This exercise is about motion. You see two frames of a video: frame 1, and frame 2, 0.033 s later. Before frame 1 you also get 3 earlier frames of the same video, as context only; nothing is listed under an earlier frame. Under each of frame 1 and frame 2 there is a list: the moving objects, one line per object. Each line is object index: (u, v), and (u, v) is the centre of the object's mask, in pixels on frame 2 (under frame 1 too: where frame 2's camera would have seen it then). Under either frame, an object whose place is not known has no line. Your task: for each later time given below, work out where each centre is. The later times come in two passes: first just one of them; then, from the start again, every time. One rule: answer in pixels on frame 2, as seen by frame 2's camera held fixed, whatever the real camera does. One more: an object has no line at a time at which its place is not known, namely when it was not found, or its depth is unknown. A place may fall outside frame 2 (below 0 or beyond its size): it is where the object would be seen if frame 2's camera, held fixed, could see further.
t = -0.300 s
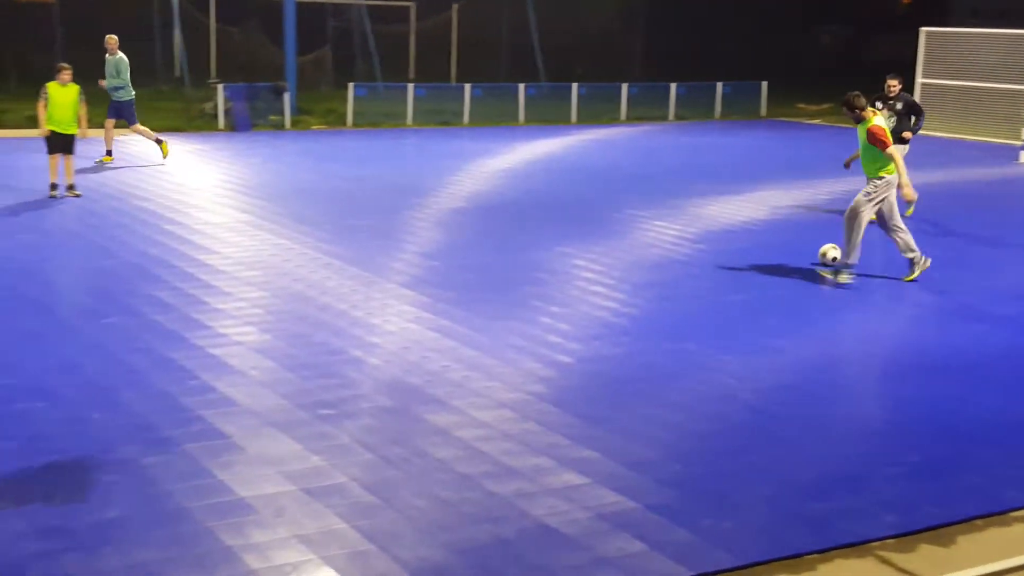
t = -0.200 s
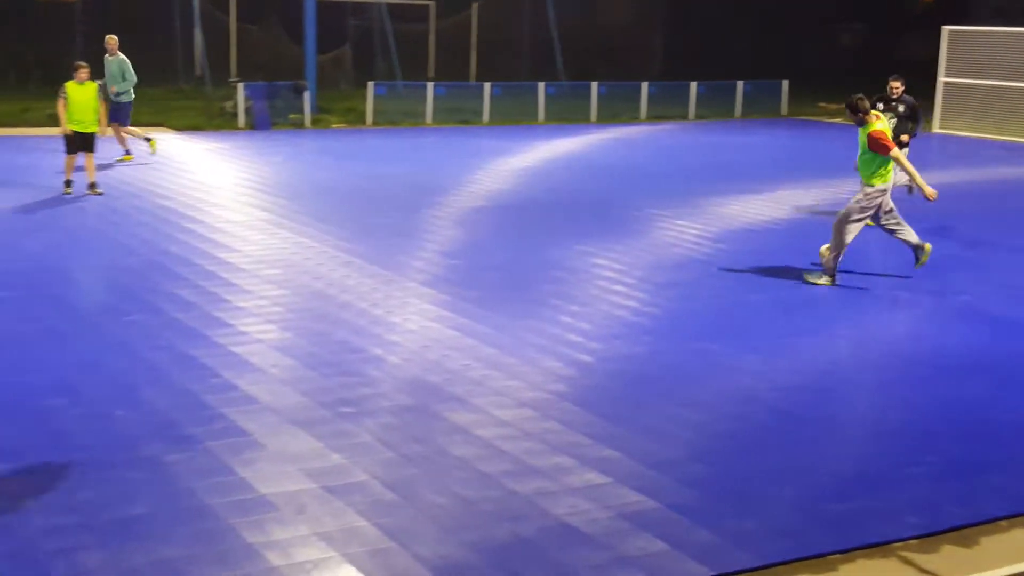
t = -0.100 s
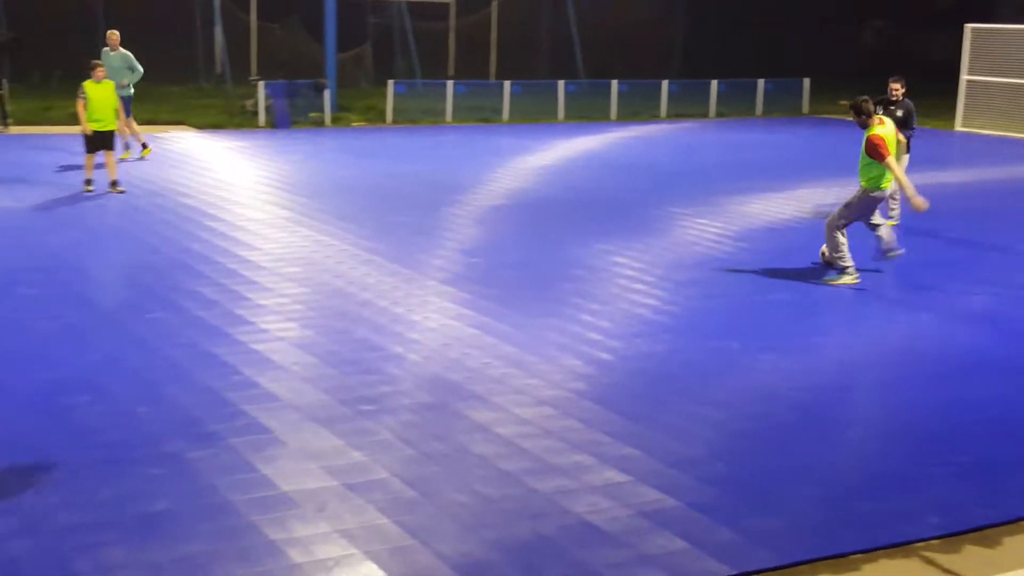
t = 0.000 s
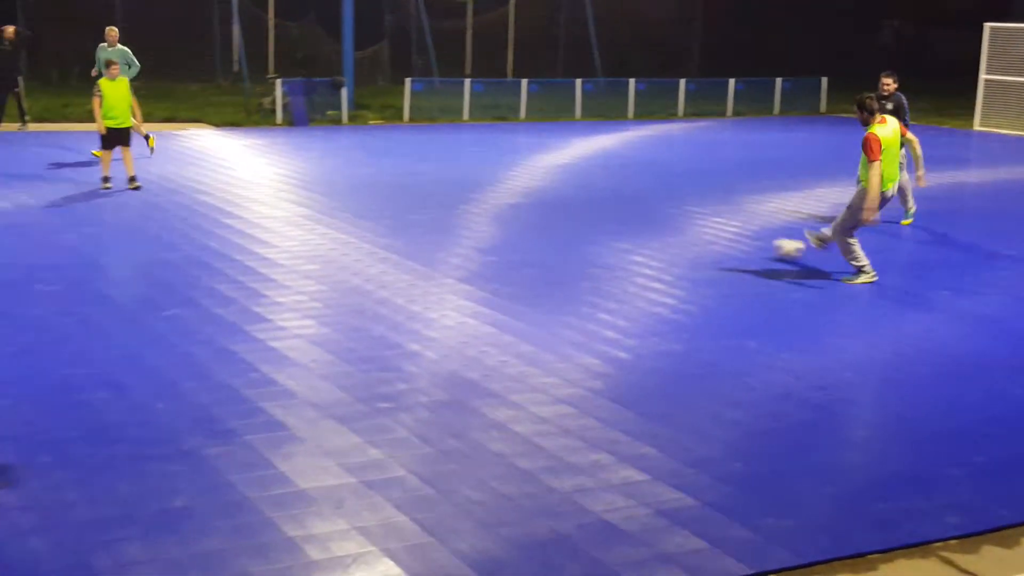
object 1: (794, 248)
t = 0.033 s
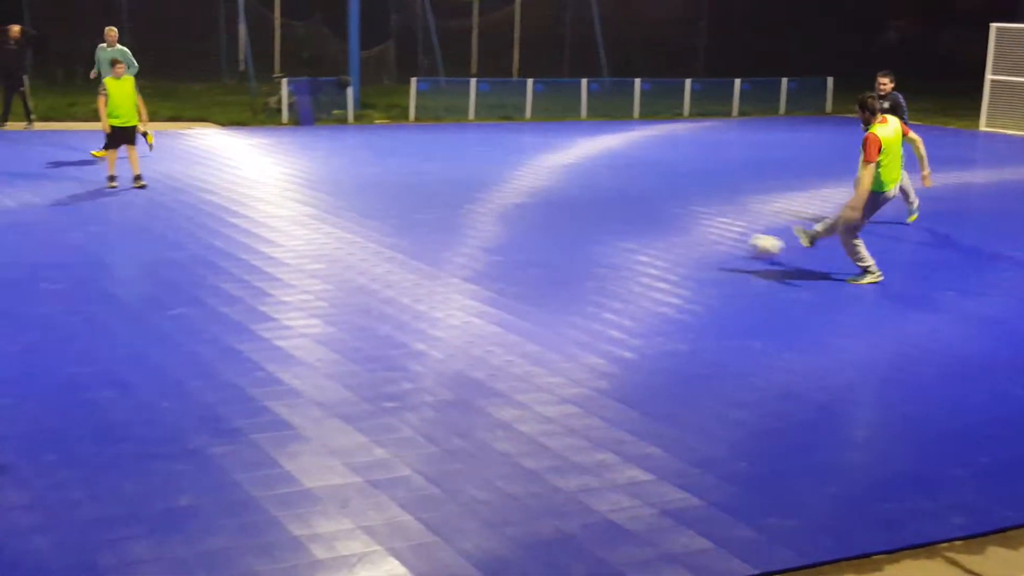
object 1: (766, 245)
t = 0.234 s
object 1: (606, 231)
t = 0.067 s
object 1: (738, 240)
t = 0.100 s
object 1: (709, 238)
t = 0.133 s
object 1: (680, 238)
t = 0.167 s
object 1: (653, 238)
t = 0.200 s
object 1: (630, 234)
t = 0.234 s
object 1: (606, 231)
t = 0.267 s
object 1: (583, 230)
